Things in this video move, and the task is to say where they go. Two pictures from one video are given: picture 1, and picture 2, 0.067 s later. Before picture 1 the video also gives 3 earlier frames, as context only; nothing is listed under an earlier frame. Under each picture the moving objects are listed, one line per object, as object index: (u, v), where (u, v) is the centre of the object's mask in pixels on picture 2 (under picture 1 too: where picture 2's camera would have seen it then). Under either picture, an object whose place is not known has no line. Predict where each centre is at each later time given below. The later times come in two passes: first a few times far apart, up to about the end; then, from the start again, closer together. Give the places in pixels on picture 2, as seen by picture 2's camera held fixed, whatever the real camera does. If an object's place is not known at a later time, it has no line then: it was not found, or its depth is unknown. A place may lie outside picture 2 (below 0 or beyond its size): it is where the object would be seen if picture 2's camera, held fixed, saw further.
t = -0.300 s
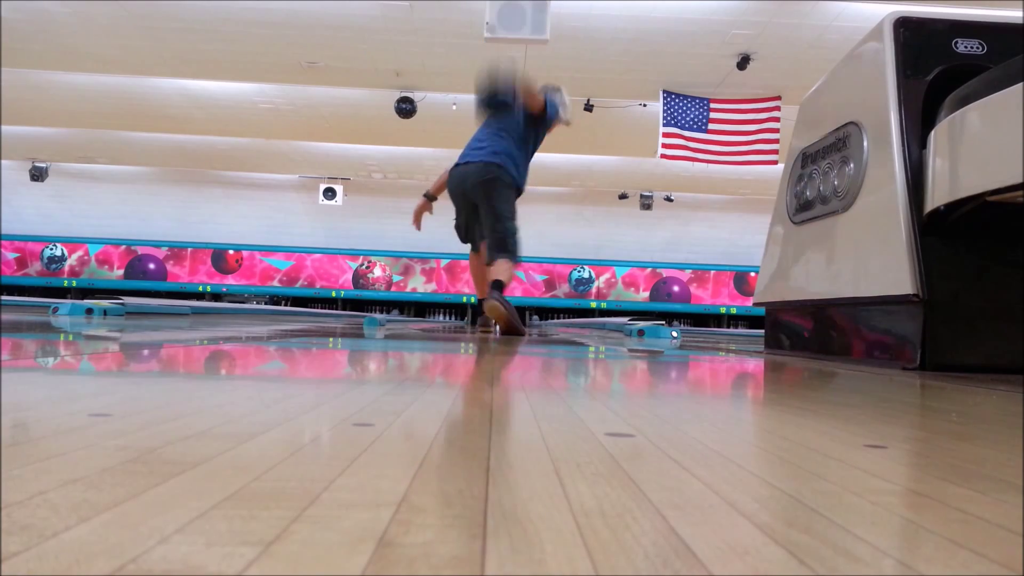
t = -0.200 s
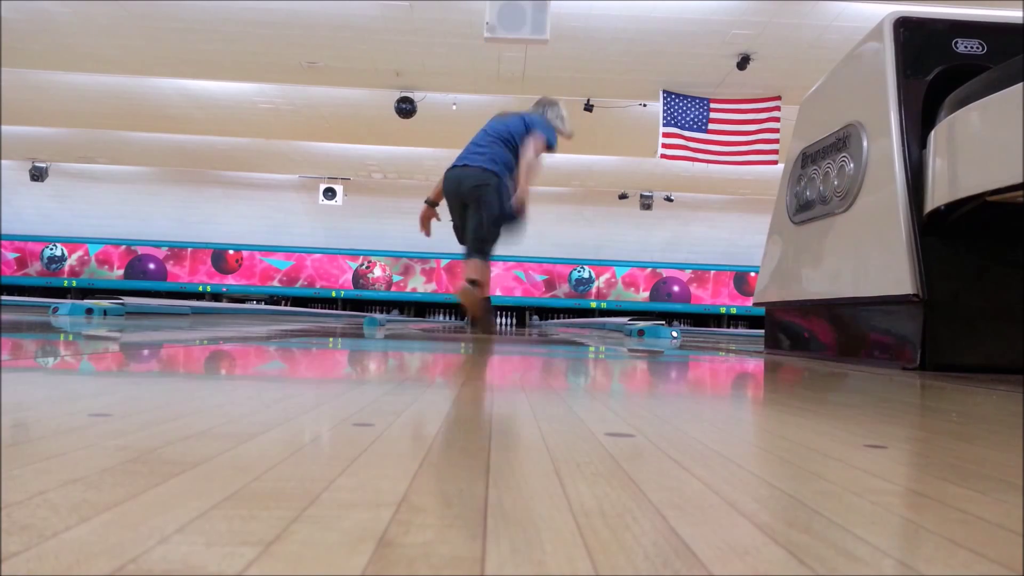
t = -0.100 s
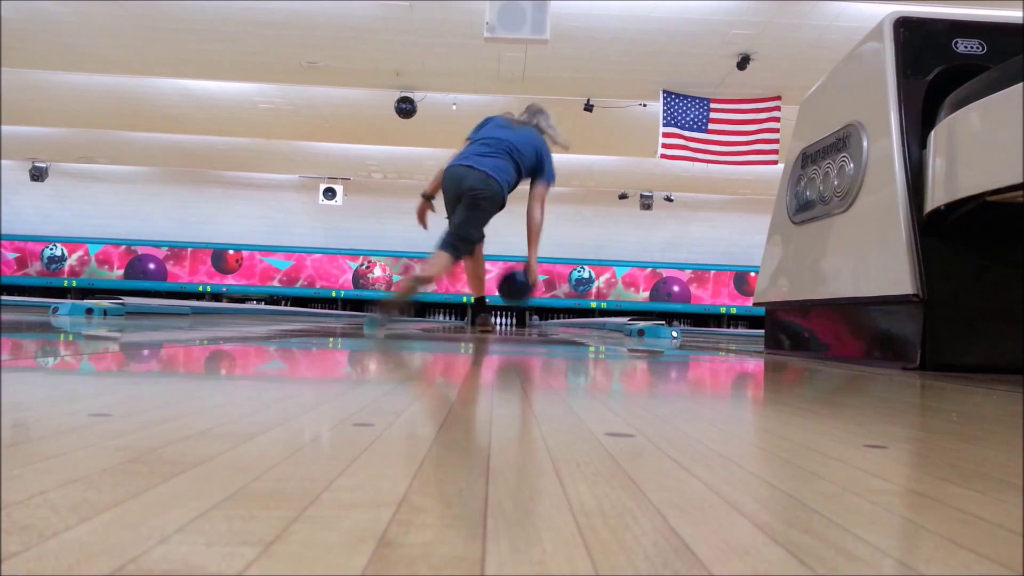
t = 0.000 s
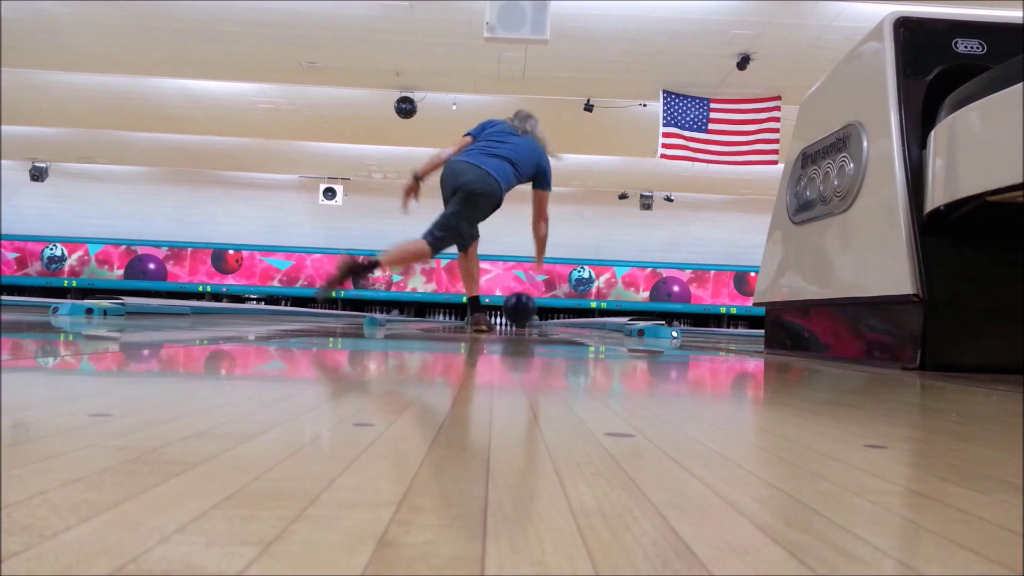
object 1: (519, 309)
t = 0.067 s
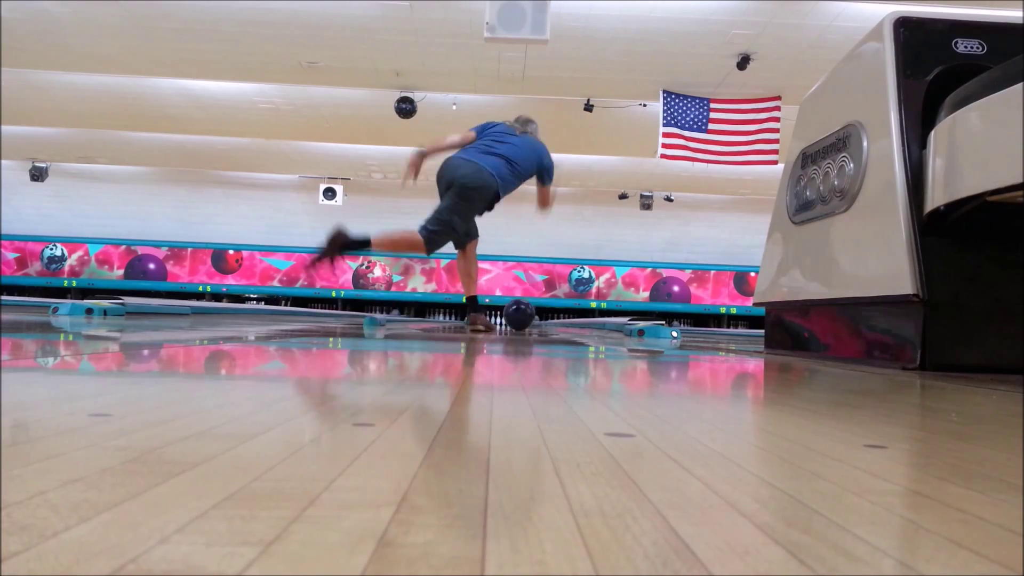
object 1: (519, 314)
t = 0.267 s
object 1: (519, 316)
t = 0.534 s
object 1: (518, 318)
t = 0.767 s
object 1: (520, 315)
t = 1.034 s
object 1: (517, 320)
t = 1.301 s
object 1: (516, 320)
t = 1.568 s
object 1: (516, 320)
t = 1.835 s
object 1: (515, 320)
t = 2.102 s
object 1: (513, 320)
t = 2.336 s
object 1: (511, 320)
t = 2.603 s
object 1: (508, 320)
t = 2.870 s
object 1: (504, 320)
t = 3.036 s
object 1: (504, 320)
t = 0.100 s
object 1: (519, 315)
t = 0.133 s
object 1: (519, 315)
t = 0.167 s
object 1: (519, 315)
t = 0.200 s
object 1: (519, 316)
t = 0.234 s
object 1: (519, 316)
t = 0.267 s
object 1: (519, 316)
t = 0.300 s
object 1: (519, 316)
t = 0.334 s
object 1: (519, 316)
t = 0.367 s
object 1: (518, 317)
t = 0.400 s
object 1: (518, 317)
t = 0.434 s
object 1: (518, 317)
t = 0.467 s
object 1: (518, 318)
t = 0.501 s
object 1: (518, 318)
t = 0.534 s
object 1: (518, 318)
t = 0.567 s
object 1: (518, 318)
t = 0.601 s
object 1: (518, 318)
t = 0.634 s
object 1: (519, 318)
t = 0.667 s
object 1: (519, 319)
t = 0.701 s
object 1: (519, 319)
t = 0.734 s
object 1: (519, 319)
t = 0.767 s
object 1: (520, 315)
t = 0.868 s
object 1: (516, 318)
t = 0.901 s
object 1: (518, 319)
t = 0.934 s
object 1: (518, 320)
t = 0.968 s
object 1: (517, 320)
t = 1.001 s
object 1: (517, 320)
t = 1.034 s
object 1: (517, 320)
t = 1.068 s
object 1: (517, 320)
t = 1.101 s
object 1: (517, 320)
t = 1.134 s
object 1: (517, 320)
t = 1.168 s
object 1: (517, 320)
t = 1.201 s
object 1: (517, 320)
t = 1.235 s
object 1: (517, 320)
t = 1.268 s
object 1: (516, 320)
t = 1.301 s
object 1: (516, 320)
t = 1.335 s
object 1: (517, 321)
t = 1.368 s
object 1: (521, 320)
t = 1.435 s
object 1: (515, 319)
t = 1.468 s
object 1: (516, 320)
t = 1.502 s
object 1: (516, 320)
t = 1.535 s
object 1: (516, 320)
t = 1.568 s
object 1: (516, 320)
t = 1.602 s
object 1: (516, 320)
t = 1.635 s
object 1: (516, 320)
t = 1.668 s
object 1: (515, 320)
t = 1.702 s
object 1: (515, 320)
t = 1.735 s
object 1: (515, 320)
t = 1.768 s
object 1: (515, 320)
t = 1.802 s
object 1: (515, 320)
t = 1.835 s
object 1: (515, 320)
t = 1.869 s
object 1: (515, 320)
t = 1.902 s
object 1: (514, 320)
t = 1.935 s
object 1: (514, 320)
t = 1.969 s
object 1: (514, 320)
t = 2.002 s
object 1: (513, 320)
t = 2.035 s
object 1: (513, 320)
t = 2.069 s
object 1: (513, 320)
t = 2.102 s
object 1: (513, 320)
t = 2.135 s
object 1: (513, 320)
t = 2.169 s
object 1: (512, 320)
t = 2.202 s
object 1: (512, 320)
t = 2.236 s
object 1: (512, 320)
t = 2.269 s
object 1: (511, 320)
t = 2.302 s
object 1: (511, 320)
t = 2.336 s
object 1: (511, 320)
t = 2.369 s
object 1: (511, 320)
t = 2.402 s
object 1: (510, 320)
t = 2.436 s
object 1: (509, 320)
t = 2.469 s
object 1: (509, 320)
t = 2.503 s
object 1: (509, 320)
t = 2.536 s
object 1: (509, 319)
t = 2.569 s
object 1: (508, 320)
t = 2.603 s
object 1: (508, 320)
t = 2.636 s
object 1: (508, 320)
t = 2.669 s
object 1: (507, 320)
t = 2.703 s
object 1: (507, 320)
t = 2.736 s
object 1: (505, 321)
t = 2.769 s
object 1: (505, 320)
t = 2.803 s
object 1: (504, 320)
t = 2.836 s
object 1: (504, 320)
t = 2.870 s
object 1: (504, 320)
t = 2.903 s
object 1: (503, 320)
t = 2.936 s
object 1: (503, 320)
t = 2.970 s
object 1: (504, 320)
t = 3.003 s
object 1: (503, 320)
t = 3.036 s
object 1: (504, 320)
